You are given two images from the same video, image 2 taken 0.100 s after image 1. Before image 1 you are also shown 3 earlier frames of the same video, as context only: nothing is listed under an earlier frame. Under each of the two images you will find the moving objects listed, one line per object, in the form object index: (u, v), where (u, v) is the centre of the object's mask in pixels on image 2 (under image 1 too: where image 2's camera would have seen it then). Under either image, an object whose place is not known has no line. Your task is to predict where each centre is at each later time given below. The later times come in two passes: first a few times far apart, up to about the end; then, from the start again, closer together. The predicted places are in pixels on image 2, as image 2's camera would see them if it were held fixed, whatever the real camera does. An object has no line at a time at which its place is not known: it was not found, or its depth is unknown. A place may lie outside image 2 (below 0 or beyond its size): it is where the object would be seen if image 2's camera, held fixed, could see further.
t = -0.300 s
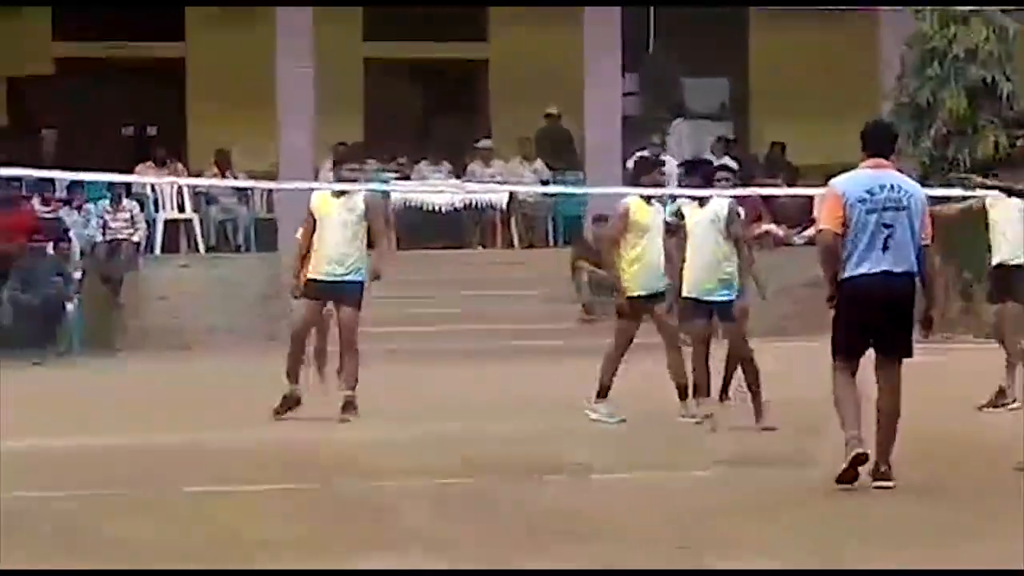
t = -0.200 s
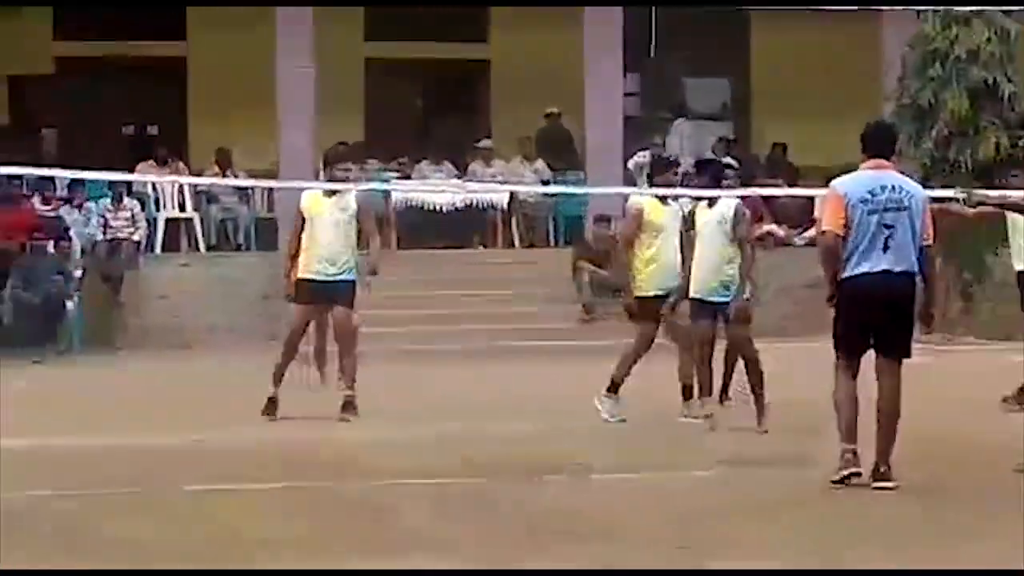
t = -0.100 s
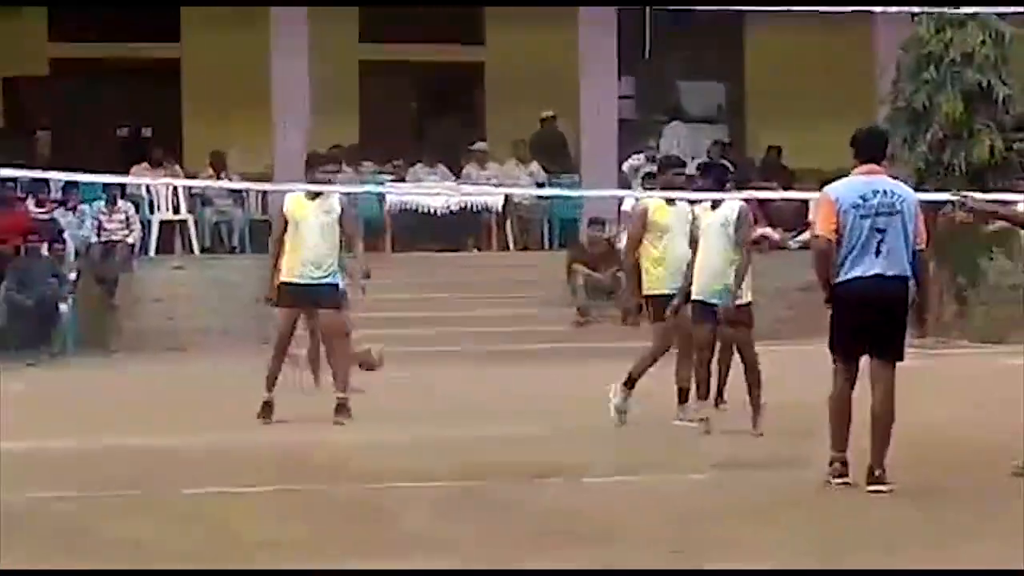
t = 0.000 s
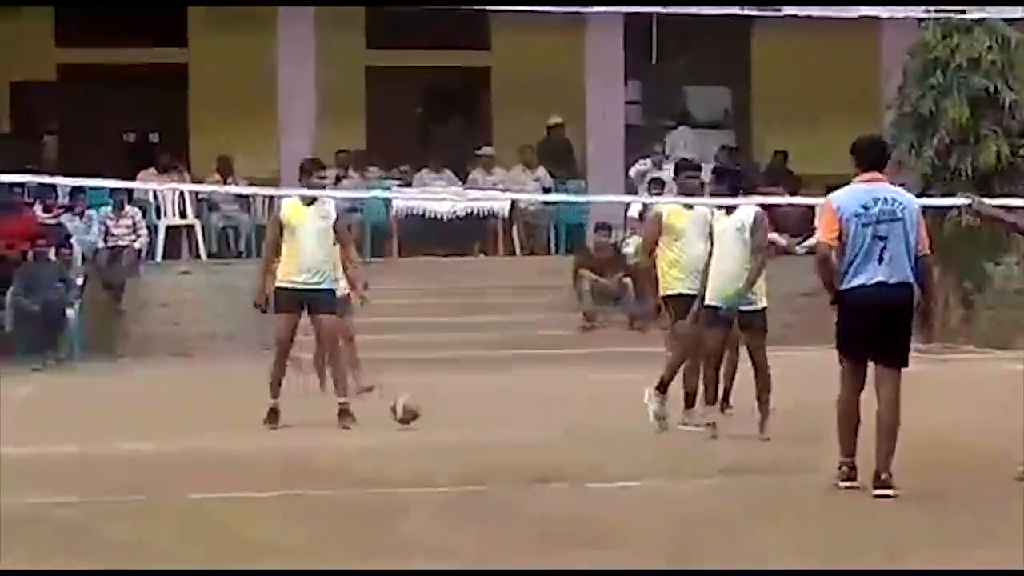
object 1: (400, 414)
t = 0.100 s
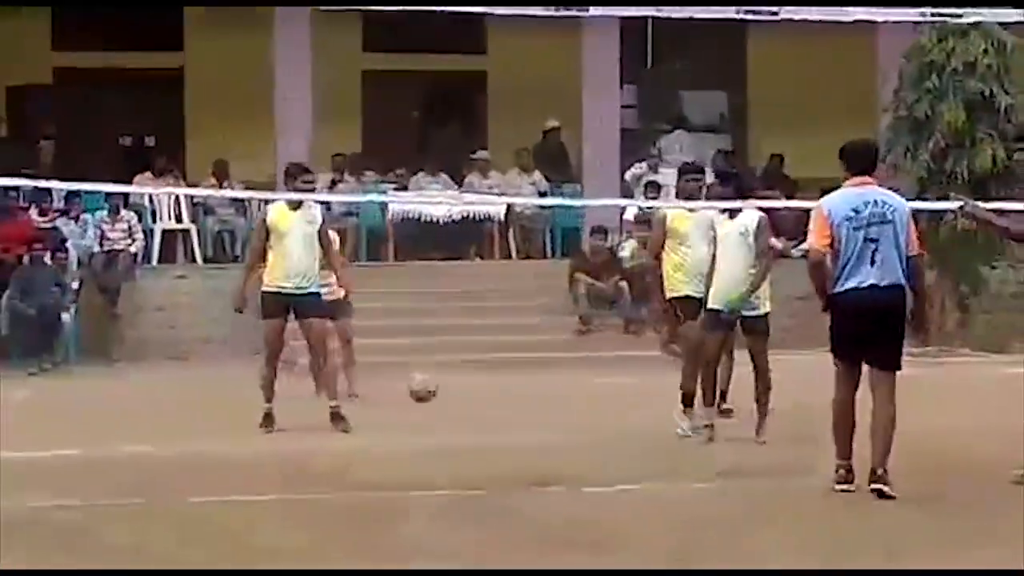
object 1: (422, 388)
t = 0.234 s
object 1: (452, 353)
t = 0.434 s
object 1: (499, 354)
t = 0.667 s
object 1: (564, 456)
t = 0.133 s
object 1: (431, 376)
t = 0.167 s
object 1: (436, 369)
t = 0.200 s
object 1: (445, 358)
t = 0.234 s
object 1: (452, 353)
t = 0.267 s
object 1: (461, 349)
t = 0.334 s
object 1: (475, 344)
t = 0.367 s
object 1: (483, 345)
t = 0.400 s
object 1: (493, 350)
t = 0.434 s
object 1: (499, 354)
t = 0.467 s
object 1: (507, 361)
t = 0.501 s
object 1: (518, 372)
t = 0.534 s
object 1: (527, 383)
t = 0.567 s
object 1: (535, 399)
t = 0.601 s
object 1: (546, 414)
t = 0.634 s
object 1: (554, 438)
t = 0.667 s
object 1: (564, 456)
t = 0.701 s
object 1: (574, 458)
